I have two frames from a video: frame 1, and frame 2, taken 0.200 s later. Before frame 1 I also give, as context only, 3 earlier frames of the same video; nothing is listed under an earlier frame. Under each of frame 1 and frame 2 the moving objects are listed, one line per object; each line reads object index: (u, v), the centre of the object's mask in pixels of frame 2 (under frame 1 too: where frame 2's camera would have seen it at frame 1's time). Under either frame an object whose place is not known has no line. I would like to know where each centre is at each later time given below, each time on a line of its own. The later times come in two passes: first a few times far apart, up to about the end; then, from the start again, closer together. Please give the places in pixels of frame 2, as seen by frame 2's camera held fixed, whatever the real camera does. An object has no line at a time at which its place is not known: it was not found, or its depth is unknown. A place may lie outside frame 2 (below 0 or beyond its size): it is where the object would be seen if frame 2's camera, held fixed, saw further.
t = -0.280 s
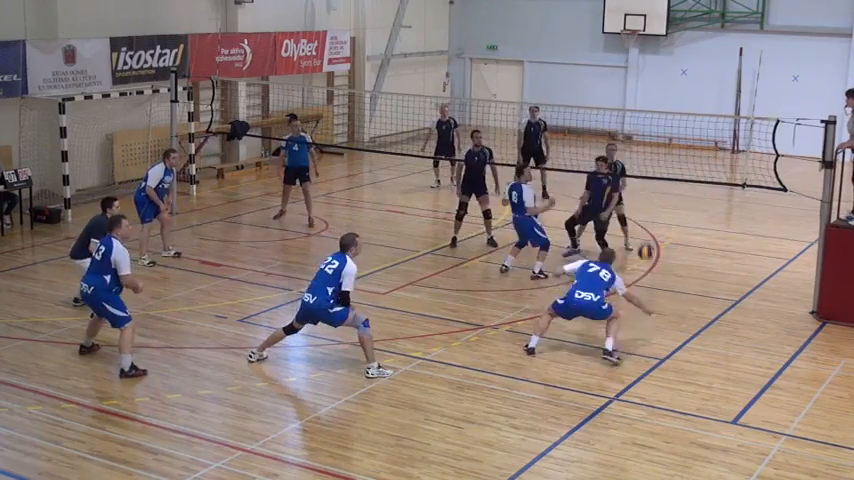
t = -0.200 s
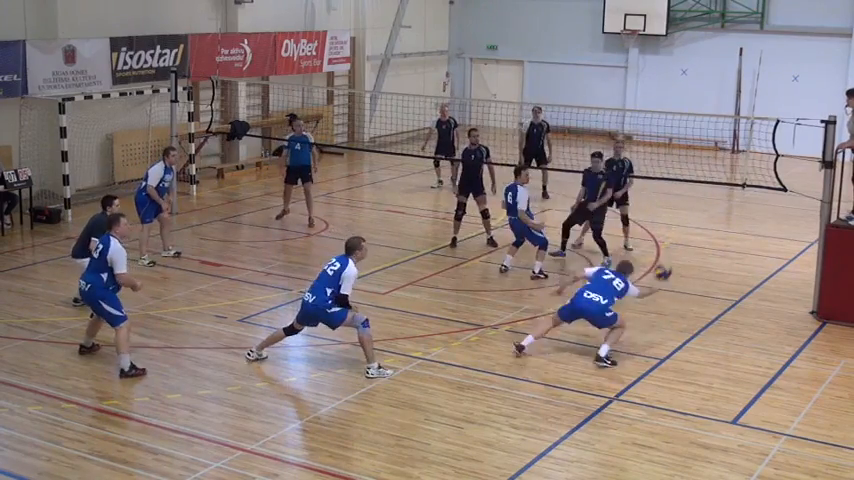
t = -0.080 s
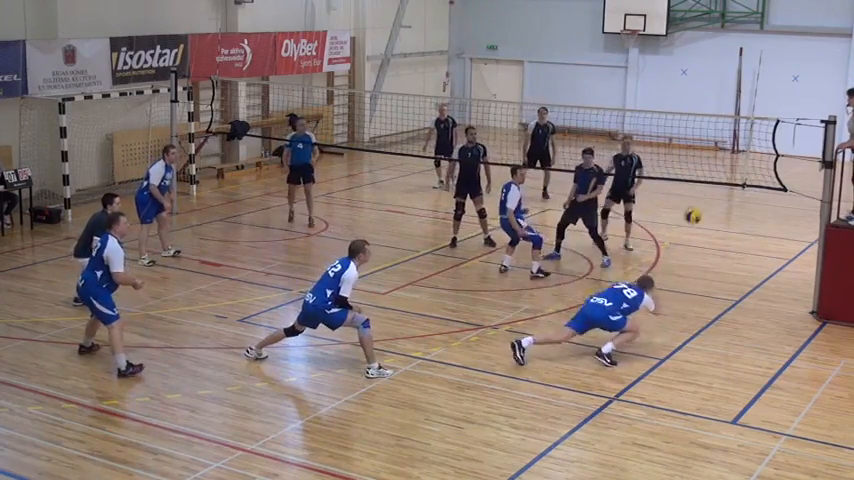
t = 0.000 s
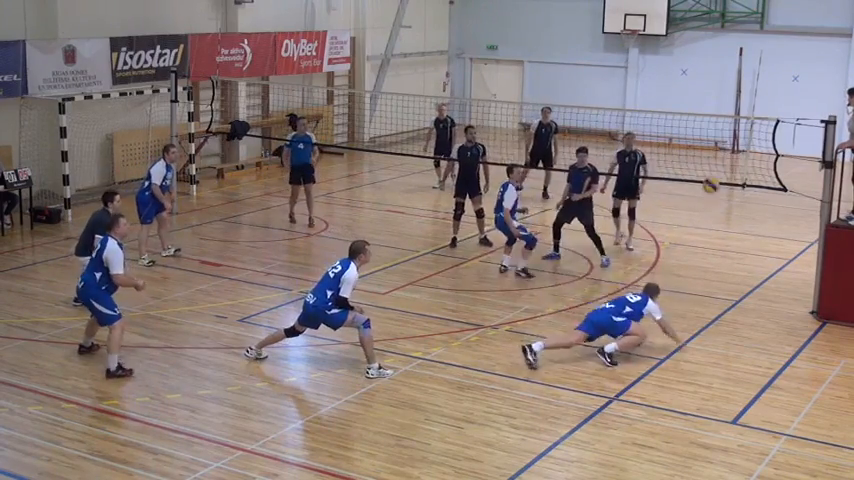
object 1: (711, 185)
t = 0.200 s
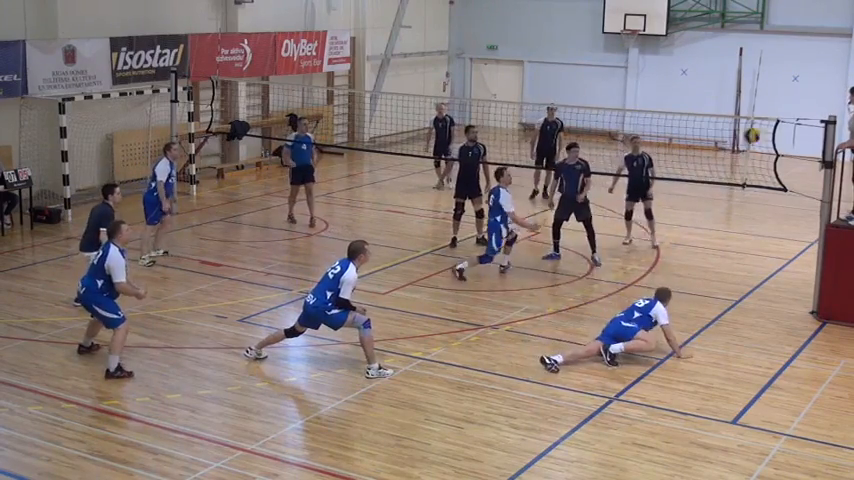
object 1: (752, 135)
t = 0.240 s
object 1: (759, 129)
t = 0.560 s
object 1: (755, 189)
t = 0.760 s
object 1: (742, 271)
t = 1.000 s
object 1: (735, 260)
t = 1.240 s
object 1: (732, 224)
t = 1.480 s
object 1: (725, 233)
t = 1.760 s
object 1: (712, 304)
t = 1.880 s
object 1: (707, 334)
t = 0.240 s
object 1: (759, 129)
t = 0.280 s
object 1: (764, 126)
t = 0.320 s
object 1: (766, 128)
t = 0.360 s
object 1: (765, 136)
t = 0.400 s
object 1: (763, 144)
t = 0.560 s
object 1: (755, 189)
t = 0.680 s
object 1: (747, 234)
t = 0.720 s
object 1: (744, 252)
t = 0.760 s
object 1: (742, 271)
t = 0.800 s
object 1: (738, 290)
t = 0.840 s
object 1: (735, 307)
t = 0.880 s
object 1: (735, 294)
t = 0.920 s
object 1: (736, 281)
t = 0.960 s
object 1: (735, 270)
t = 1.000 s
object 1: (735, 260)
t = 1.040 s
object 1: (735, 250)
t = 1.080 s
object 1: (735, 243)
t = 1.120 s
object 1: (734, 237)
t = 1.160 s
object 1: (734, 232)
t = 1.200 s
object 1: (733, 227)
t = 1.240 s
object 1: (732, 224)
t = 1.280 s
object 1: (731, 223)
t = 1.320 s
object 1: (730, 223)
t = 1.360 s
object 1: (729, 223)
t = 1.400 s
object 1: (728, 225)
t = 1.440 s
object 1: (726, 229)
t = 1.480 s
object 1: (725, 233)
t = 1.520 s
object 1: (724, 239)
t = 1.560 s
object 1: (722, 247)
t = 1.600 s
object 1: (721, 256)
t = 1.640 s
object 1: (719, 266)
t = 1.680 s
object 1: (717, 276)
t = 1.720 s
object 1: (715, 290)
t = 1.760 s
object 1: (712, 304)
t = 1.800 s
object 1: (709, 320)
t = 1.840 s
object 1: (708, 335)
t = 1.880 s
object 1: (707, 334)
